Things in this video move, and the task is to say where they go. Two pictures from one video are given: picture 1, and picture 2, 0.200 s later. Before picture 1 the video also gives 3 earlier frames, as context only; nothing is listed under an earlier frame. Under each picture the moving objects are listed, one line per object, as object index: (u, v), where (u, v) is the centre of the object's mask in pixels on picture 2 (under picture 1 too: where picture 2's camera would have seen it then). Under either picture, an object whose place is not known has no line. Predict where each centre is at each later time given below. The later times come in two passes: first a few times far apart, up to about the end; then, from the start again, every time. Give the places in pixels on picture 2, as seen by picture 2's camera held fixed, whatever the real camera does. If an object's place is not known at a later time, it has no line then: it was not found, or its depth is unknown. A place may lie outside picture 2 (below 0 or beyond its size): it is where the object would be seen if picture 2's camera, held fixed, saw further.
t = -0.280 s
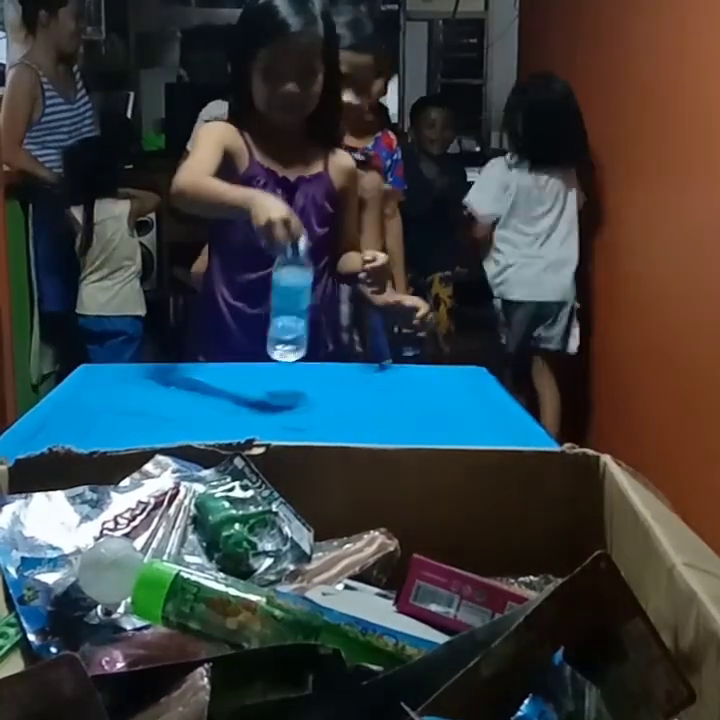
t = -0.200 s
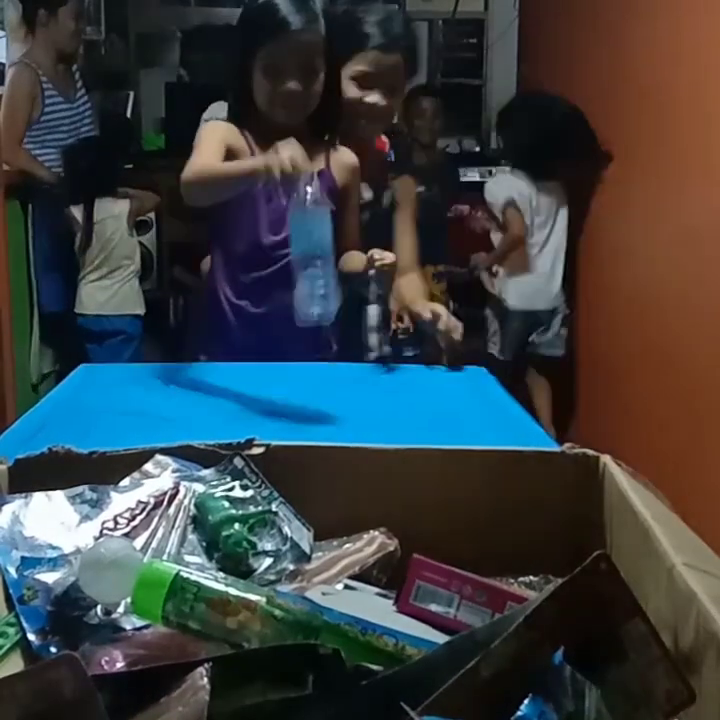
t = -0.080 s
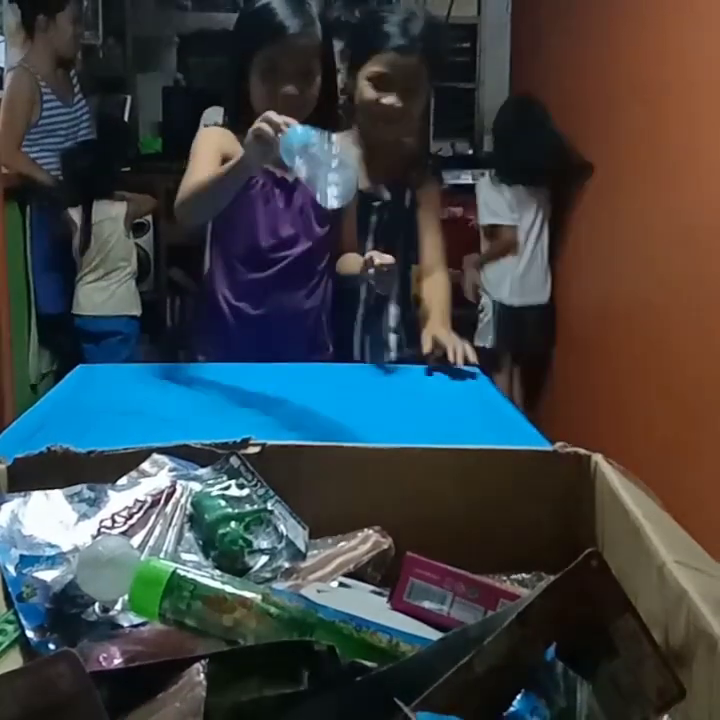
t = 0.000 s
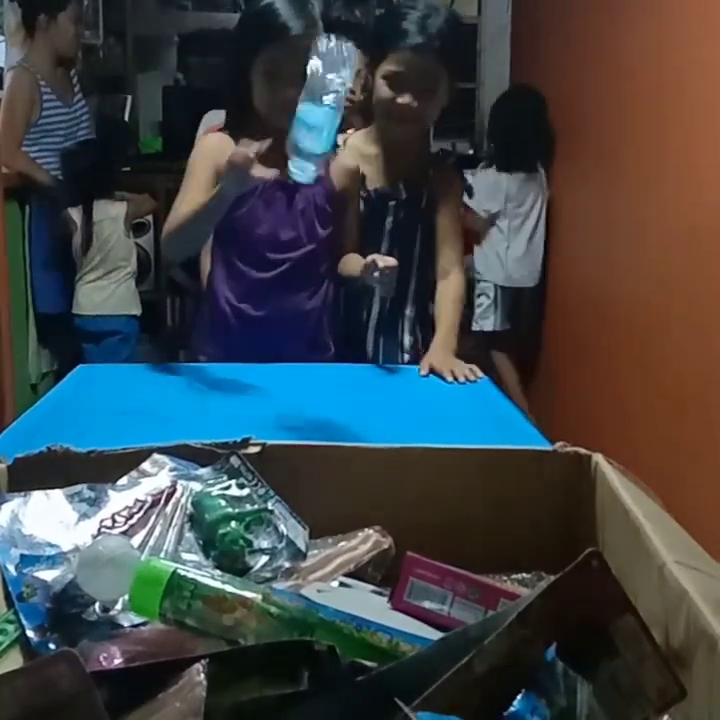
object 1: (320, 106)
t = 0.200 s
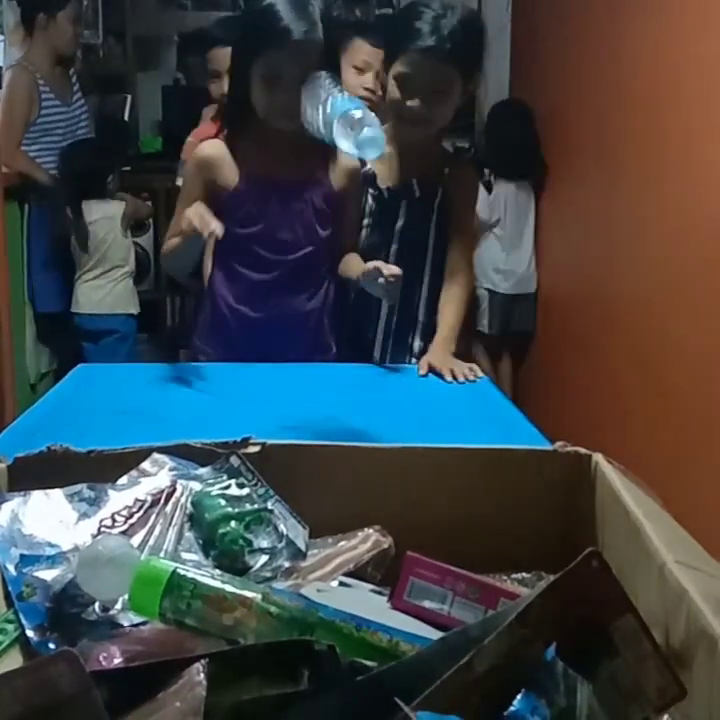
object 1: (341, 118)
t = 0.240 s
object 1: (340, 183)
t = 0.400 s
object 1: (332, 352)
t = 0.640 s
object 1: (322, 348)
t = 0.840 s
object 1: (326, 349)
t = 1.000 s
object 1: (325, 350)
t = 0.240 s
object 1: (340, 183)
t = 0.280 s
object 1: (339, 227)
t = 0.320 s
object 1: (337, 278)
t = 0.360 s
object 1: (335, 334)
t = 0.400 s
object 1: (332, 352)
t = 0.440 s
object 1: (331, 349)
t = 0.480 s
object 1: (329, 349)
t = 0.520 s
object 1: (327, 349)
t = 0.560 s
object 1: (323, 348)
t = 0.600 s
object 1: (322, 348)
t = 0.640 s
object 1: (322, 348)
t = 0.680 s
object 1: (327, 349)
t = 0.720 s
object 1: (327, 350)
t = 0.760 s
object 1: (325, 350)
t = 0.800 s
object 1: (324, 350)
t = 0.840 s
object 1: (326, 349)
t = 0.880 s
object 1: (326, 349)
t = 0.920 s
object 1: (326, 349)
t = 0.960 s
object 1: (326, 350)
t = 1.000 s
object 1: (325, 350)
